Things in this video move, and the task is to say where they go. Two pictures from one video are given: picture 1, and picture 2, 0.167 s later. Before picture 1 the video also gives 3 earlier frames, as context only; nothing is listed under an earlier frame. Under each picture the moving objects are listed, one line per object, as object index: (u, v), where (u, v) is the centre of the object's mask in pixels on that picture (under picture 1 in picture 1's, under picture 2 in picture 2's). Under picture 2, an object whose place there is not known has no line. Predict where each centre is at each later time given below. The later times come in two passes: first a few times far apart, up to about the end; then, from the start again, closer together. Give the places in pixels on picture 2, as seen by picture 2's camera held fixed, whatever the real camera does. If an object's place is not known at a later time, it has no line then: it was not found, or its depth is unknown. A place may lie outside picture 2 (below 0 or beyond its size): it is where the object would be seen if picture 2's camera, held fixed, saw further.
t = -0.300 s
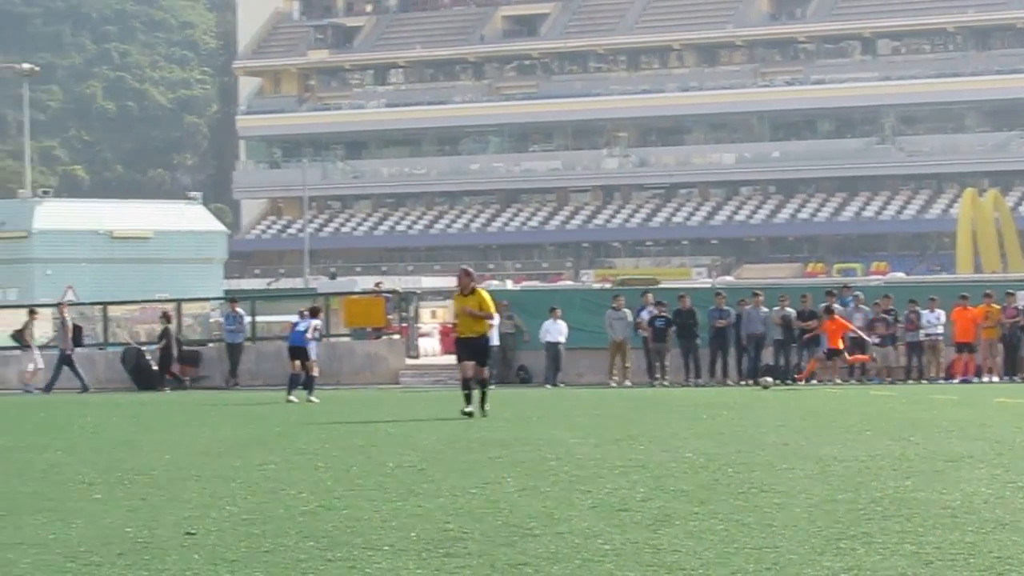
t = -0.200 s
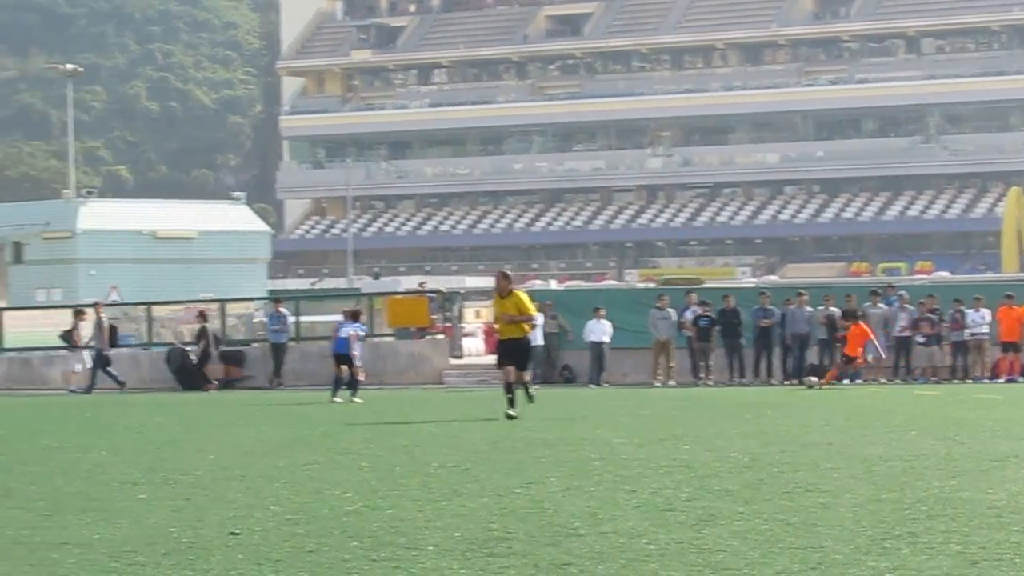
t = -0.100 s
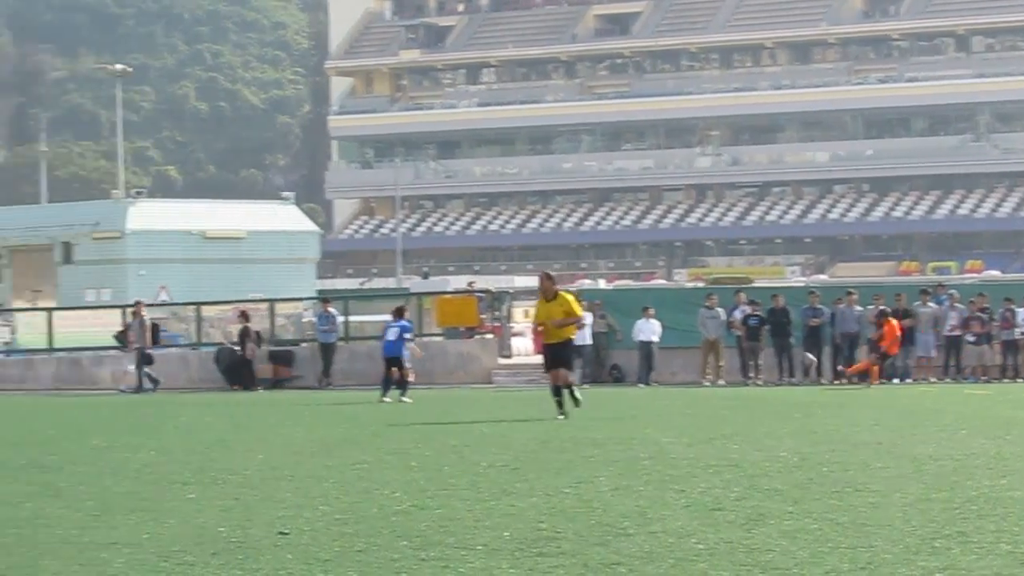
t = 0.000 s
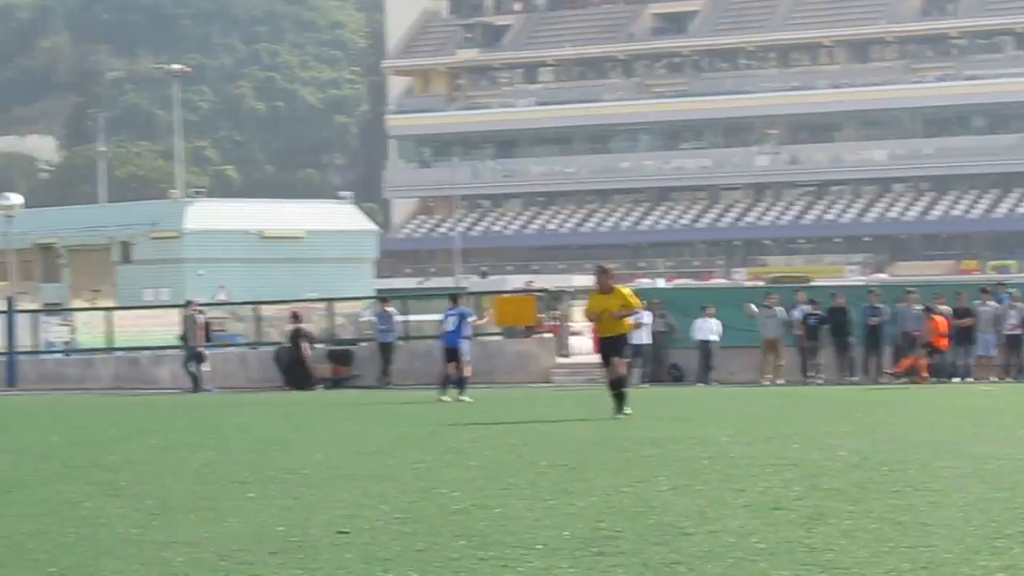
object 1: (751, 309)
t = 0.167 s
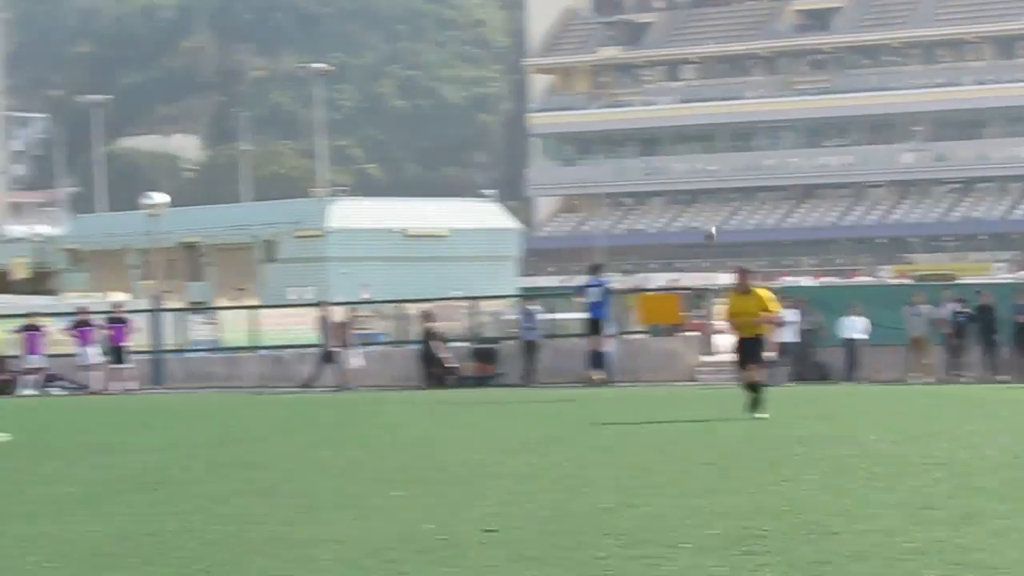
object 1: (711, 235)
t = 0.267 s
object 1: (601, 191)
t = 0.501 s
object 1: (348, 115)
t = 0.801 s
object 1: (15, 35)
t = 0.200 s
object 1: (673, 220)
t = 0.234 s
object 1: (637, 205)
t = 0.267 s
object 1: (601, 191)
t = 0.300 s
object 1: (564, 180)
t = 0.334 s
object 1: (528, 167)
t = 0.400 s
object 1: (457, 145)
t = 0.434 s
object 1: (421, 134)
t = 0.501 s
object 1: (348, 115)
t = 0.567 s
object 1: (275, 94)
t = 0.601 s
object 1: (239, 84)
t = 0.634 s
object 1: (203, 75)
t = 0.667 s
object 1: (167, 66)
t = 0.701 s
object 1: (131, 58)
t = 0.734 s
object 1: (93, 49)
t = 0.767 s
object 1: (55, 42)
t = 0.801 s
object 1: (15, 35)
